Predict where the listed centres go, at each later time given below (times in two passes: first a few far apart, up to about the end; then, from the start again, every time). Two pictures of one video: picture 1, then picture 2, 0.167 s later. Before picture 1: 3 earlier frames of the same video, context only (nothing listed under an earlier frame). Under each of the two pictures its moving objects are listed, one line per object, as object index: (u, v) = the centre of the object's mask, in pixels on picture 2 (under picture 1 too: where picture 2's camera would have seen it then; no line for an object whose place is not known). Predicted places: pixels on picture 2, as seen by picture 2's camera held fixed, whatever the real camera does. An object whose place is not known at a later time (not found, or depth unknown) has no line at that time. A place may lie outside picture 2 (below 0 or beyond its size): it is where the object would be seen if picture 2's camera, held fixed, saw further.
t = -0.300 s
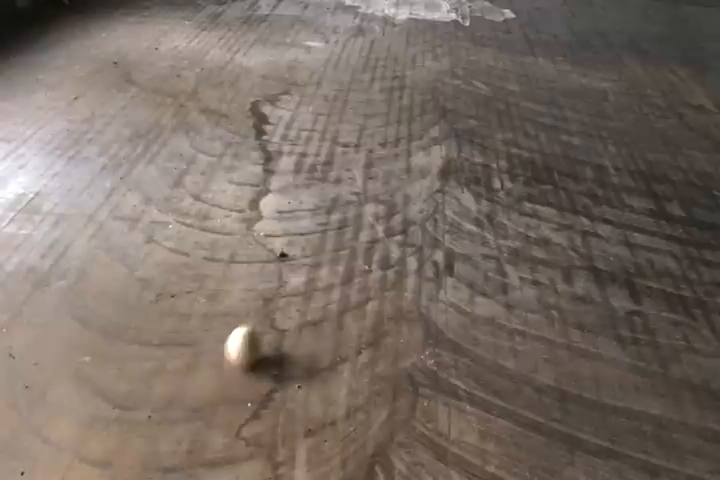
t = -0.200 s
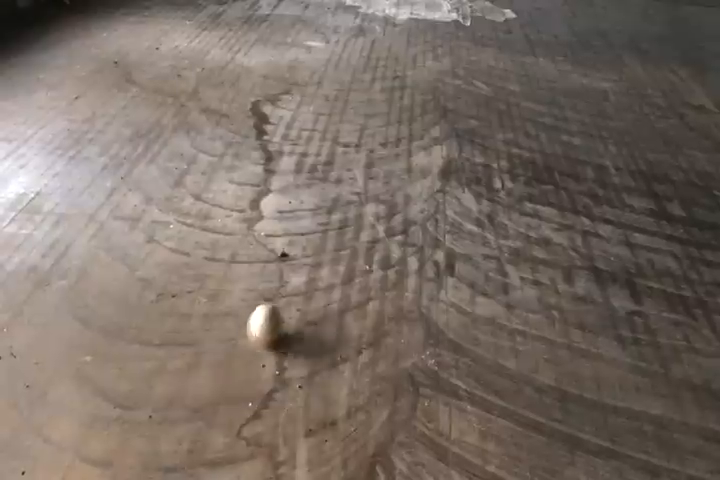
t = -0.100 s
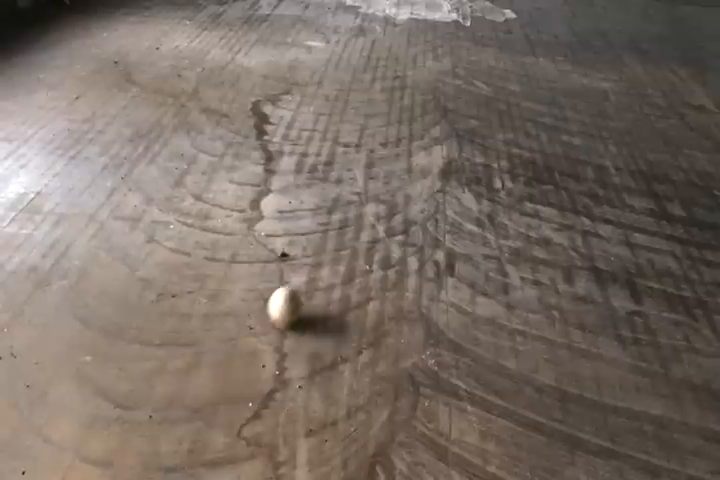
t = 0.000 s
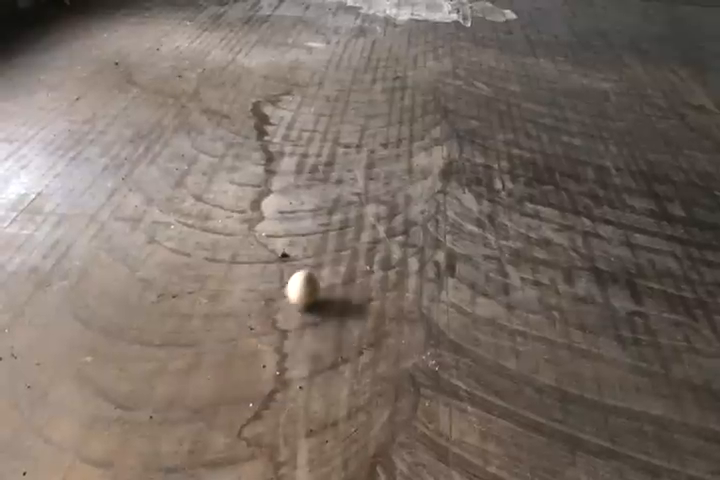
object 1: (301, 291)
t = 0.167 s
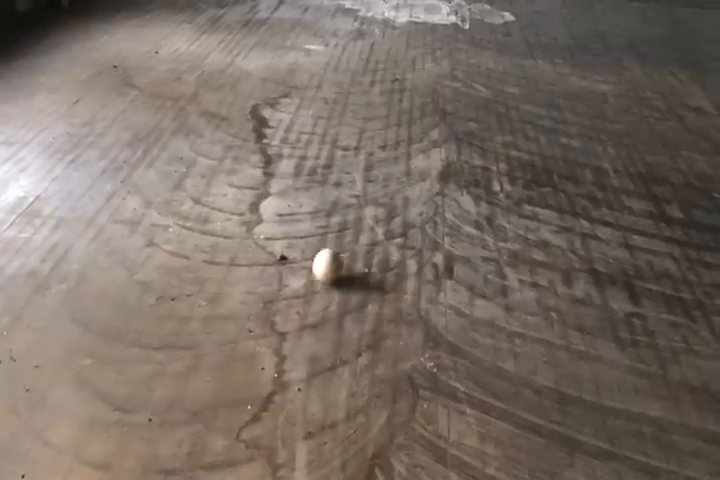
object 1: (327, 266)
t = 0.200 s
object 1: (332, 261)
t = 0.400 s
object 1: (358, 234)
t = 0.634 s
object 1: (384, 207)
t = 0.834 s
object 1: (401, 187)
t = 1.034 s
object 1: (416, 170)
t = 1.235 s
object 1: (430, 155)
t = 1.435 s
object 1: (441, 141)
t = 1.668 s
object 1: (453, 126)
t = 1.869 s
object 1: (461, 116)
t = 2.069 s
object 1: (471, 107)
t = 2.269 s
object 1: (481, 99)
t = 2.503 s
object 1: (492, 92)
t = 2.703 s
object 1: (501, 86)
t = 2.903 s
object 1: (509, 80)
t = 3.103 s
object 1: (515, 75)
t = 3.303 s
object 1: (523, 71)
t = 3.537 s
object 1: (529, 65)
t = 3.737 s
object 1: (534, 61)
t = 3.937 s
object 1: (538, 57)
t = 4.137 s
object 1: (542, 54)
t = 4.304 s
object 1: (544, 51)
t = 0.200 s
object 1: (332, 261)
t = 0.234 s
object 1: (337, 256)
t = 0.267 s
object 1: (341, 251)
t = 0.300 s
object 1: (345, 247)
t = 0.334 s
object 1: (349, 243)
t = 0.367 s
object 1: (353, 238)
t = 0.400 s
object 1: (358, 234)
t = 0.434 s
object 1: (361, 231)
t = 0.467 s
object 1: (365, 226)
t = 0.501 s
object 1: (370, 222)
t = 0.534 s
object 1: (373, 218)
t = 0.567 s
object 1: (375, 215)
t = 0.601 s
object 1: (381, 211)
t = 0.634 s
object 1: (384, 207)
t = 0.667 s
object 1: (386, 204)
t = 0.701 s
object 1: (390, 201)
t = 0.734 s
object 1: (393, 197)
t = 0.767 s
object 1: (395, 194)
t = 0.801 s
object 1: (399, 190)
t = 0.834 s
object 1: (401, 187)
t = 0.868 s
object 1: (404, 184)
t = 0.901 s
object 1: (407, 181)
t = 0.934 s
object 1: (410, 179)
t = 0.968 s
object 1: (413, 176)
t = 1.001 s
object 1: (415, 173)
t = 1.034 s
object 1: (416, 170)
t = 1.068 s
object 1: (419, 167)
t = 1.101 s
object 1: (421, 165)
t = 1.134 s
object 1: (423, 162)
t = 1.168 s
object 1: (426, 160)
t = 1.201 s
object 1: (428, 157)
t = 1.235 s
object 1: (430, 155)
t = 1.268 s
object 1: (432, 152)
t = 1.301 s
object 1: (435, 151)
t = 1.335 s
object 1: (437, 147)
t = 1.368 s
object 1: (439, 145)
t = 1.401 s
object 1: (441, 143)
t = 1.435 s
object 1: (441, 141)
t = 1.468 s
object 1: (442, 138)
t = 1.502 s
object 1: (444, 136)
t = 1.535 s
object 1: (446, 135)
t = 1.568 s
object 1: (447, 132)
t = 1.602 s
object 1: (449, 130)
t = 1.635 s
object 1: (451, 128)
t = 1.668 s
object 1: (453, 126)
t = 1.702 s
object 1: (455, 125)
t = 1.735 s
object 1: (456, 123)
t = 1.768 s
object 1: (457, 121)
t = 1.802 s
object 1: (459, 119)
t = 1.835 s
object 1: (460, 118)
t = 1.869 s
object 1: (461, 116)
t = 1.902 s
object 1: (463, 114)
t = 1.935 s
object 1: (464, 113)
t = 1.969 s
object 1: (466, 111)
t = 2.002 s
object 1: (468, 110)
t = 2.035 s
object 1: (469, 109)
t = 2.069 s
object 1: (471, 107)
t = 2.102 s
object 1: (472, 105)
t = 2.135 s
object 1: (474, 104)
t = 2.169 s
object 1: (476, 103)
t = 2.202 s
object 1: (478, 102)
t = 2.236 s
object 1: (480, 101)
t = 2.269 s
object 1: (481, 99)
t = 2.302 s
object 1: (482, 98)
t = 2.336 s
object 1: (484, 97)
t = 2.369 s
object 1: (486, 96)
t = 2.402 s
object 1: (487, 95)
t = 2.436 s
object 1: (489, 93)
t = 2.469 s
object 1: (490, 93)
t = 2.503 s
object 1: (492, 92)
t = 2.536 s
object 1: (493, 91)
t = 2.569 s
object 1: (494, 89)
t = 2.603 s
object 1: (496, 88)
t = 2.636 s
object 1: (498, 87)
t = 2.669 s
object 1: (500, 86)
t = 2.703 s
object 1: (501, 86)
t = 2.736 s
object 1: (503, 85)
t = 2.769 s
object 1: (505, 84)
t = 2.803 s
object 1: (505, 83)
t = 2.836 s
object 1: (507, 82)
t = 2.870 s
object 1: (508, 81)
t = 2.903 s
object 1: (509, 80)
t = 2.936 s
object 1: (510, 79)
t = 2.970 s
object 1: (511, 79)
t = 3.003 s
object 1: (512, 78)
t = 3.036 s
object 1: (513, 77)
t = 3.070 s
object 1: (514, 76)
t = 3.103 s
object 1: (515, 75)
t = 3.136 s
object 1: (517, 74)
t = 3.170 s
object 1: (518, 73)
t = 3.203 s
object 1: (519, 73)
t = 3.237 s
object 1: (520, 72)
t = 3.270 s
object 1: (522, 71)
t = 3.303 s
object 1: (523, 71)
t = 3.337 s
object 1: (524, 70)
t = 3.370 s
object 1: (526, 69)
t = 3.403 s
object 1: (527, 68)
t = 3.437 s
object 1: (528, 68)
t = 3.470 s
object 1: (528, 67)
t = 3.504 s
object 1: (529, 66)
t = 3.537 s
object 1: (529, 65)
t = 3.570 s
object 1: (530, 64)
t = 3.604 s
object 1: (531, 64)
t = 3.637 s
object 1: (531, 63)
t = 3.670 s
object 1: (532, 62)
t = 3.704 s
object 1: (533, 62)
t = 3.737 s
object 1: (534, 61)
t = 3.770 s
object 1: (534, 60)
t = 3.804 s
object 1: (535, 60)
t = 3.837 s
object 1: (536, 59)
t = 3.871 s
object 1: (536, 58)
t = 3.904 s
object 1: (537, 58)
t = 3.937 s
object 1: (538, 57)
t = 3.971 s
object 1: (538, 57)
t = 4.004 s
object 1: (539, 56)
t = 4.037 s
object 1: (540, 56)
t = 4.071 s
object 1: (541, 55)
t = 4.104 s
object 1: (542, 54)
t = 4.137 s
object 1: (542, 54)
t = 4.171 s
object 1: (542, 54)
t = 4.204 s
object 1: (543, 53)
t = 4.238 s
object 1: (543, 52)
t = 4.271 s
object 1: (544, 52)
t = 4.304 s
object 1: (544, 51)
